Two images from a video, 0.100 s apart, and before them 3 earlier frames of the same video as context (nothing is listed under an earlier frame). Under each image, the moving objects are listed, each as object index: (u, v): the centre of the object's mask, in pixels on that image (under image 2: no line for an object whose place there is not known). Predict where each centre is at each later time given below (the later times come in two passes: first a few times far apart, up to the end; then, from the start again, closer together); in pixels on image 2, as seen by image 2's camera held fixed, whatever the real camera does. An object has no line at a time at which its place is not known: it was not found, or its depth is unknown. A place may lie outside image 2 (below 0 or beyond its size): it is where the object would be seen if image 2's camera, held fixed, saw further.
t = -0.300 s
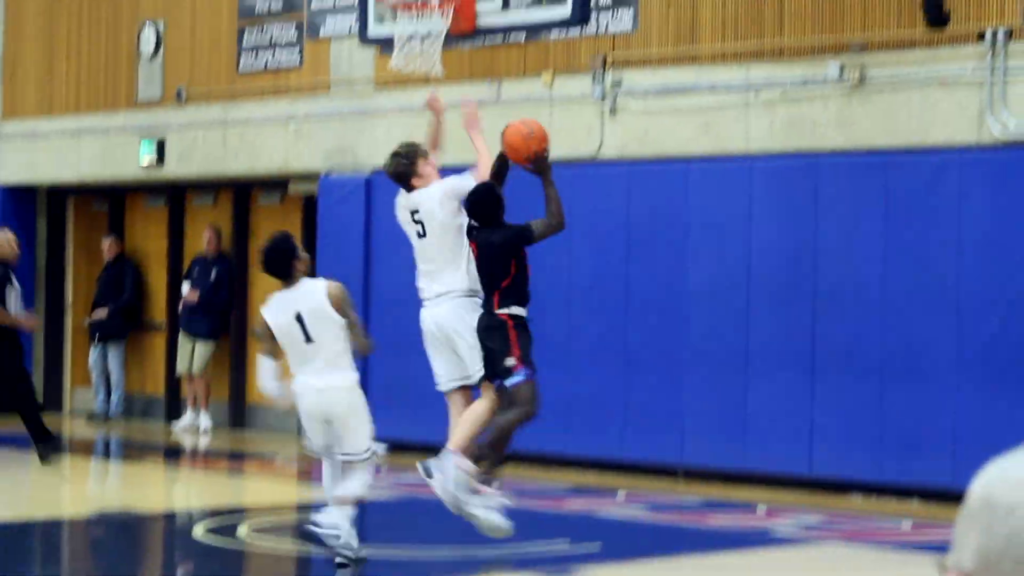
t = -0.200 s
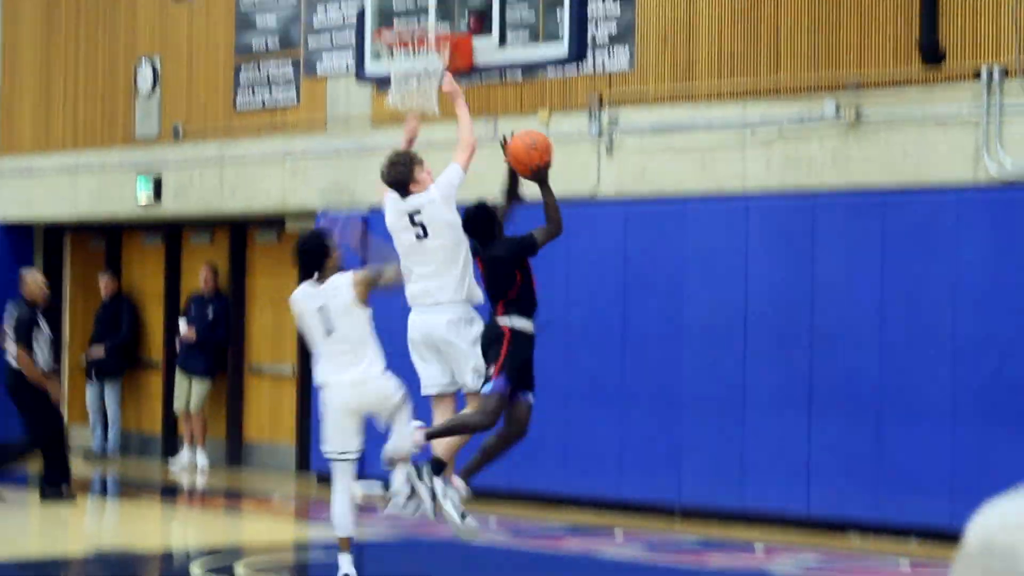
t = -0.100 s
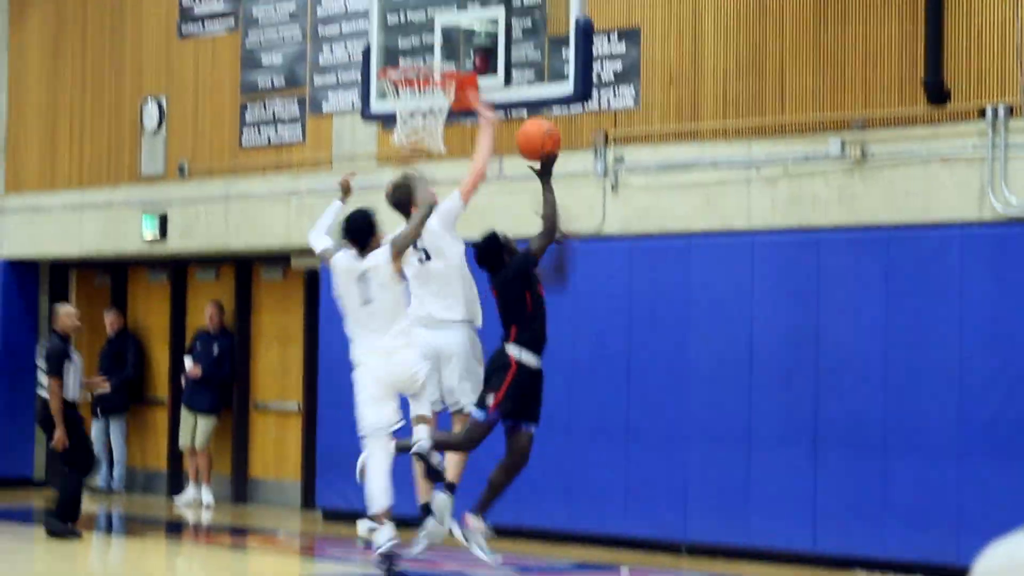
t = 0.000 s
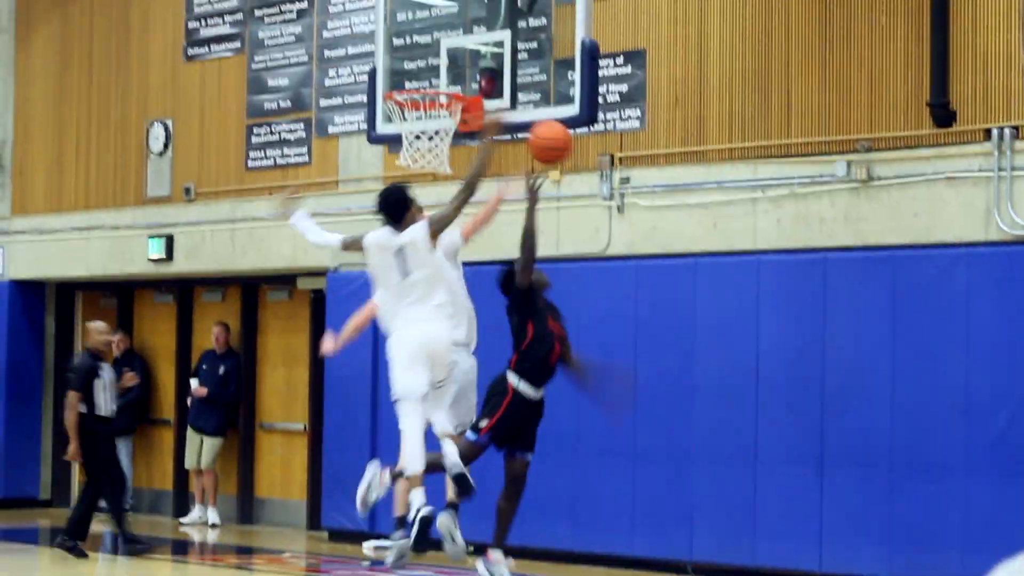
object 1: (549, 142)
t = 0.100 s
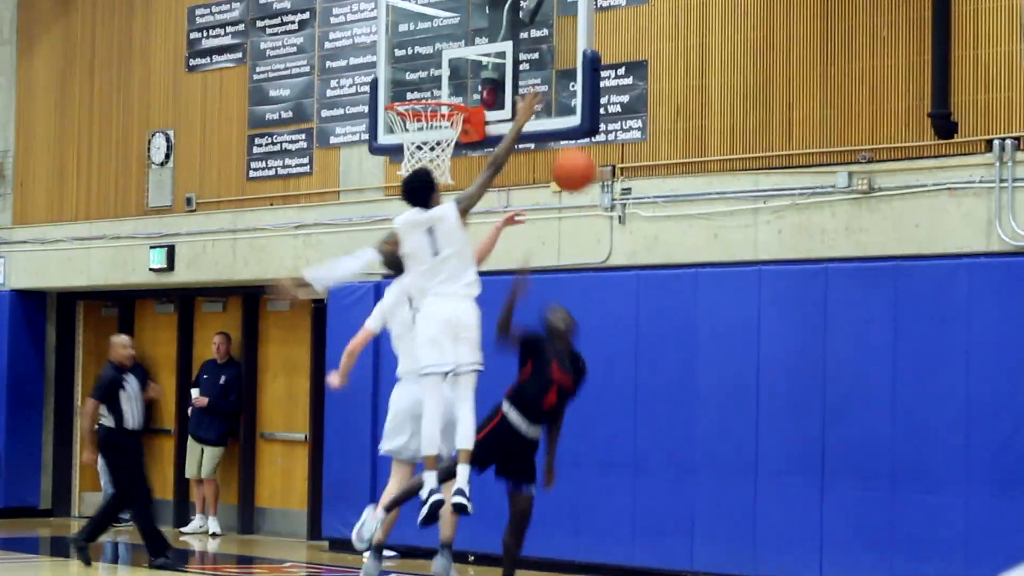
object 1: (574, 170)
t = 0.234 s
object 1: (601, 220)
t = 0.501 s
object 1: (656, 413)
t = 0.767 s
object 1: (695, 561)
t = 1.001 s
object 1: (693, 404)
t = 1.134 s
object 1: (691, 357)
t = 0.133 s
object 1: (580, 179)
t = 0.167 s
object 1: (587, 191)
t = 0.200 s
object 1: (594, 205)
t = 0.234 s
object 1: (601, 220)
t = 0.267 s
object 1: (608, 238)
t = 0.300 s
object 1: (615, 258)
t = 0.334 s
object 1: (622, 279)
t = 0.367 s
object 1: (629, 300)
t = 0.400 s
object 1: (635, 325)
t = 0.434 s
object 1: (642, 354)
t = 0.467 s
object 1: (649, 382)
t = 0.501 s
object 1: (656, 413)
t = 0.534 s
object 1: (663, 446)
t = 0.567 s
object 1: (669, 482)
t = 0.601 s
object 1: (677, 519)
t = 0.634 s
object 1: (684, 558)
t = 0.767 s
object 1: (695, 561)
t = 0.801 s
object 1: (695, 531)
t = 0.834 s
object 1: (695, 505)
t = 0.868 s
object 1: (695, 482)
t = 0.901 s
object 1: (695, 458)
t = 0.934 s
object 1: (694, 438)
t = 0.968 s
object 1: (694, 420)
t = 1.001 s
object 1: (693, 404)
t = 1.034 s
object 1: (693, 389)
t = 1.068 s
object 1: (692, 376)
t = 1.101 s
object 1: (692, 365)
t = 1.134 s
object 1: (691, 357)
